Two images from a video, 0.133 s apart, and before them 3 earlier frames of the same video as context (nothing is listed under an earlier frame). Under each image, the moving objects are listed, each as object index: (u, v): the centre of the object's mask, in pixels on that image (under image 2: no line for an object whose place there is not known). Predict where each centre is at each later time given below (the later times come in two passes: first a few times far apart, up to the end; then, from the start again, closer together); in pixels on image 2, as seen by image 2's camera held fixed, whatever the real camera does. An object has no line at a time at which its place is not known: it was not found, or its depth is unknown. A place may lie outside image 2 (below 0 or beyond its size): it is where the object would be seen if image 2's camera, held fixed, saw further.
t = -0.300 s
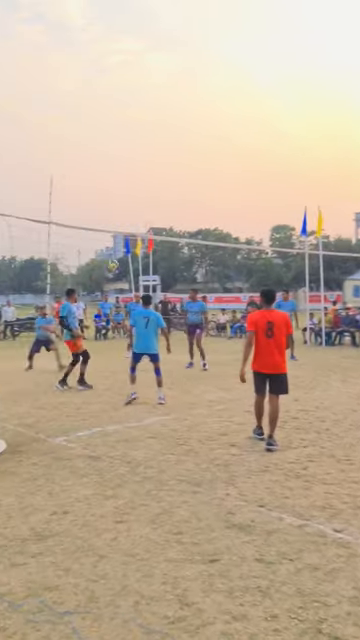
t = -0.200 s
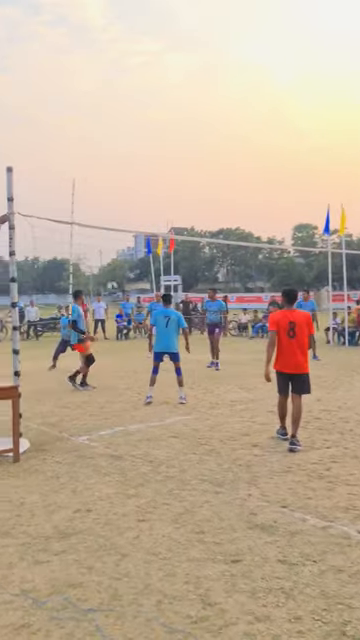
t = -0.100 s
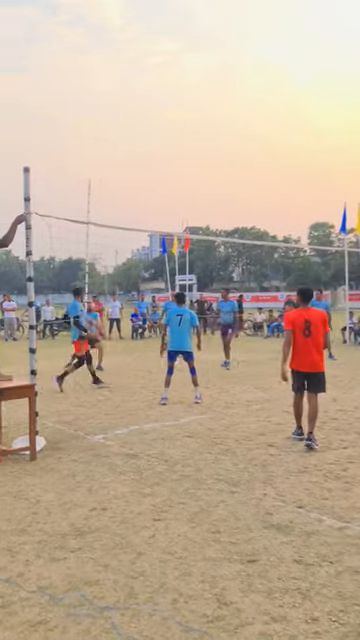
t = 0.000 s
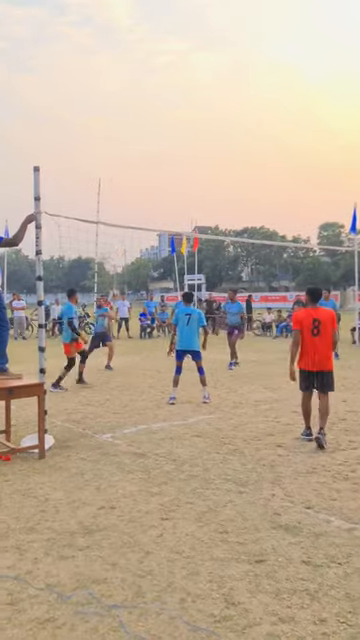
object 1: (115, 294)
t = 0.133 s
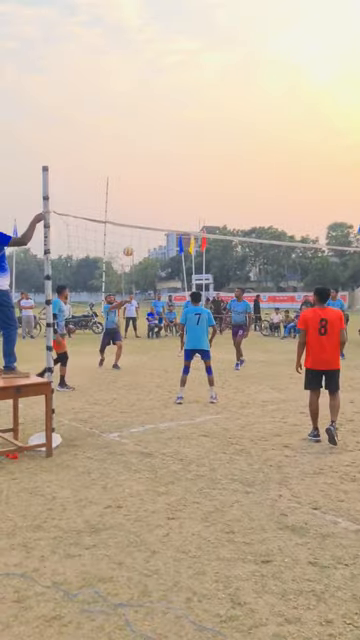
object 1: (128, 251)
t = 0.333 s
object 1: (137, 199)
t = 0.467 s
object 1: (144, 173)
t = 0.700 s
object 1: (155, 148)
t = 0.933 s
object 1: (168, 151)
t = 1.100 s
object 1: (177, 173)
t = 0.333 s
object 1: (137, 199)
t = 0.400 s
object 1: (140, 185)
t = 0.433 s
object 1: (142, 179)
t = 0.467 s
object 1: (144, 173)
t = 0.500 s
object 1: (145, 168)
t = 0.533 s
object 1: (146, 163)
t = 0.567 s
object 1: (148, 160)
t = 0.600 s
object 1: (150, 156)
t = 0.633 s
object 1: (152, 153)
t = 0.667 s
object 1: (154, 150)
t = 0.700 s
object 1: (155, 148)
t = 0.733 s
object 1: (157, 147)
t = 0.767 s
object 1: (158, 146)
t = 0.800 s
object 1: (160, 146)
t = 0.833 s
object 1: (162, 146)
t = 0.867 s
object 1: (164, 148)
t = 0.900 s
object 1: (166, 149)
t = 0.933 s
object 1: (168, 151)
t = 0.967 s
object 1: (169, 154)
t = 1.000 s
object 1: (171, 158)
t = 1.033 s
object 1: (173, 162)
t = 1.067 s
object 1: (175, 168)
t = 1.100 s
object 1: (177, 173)
